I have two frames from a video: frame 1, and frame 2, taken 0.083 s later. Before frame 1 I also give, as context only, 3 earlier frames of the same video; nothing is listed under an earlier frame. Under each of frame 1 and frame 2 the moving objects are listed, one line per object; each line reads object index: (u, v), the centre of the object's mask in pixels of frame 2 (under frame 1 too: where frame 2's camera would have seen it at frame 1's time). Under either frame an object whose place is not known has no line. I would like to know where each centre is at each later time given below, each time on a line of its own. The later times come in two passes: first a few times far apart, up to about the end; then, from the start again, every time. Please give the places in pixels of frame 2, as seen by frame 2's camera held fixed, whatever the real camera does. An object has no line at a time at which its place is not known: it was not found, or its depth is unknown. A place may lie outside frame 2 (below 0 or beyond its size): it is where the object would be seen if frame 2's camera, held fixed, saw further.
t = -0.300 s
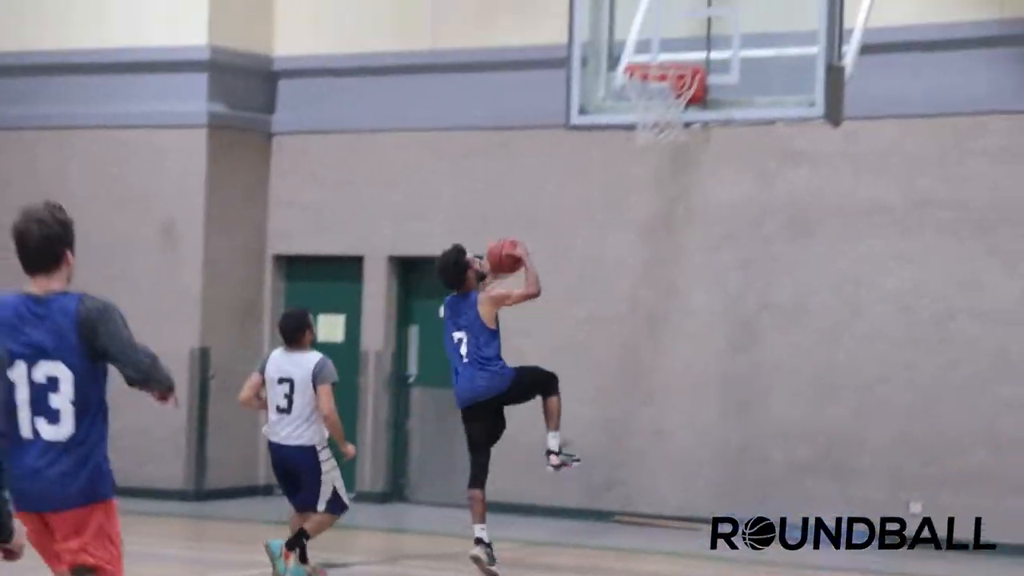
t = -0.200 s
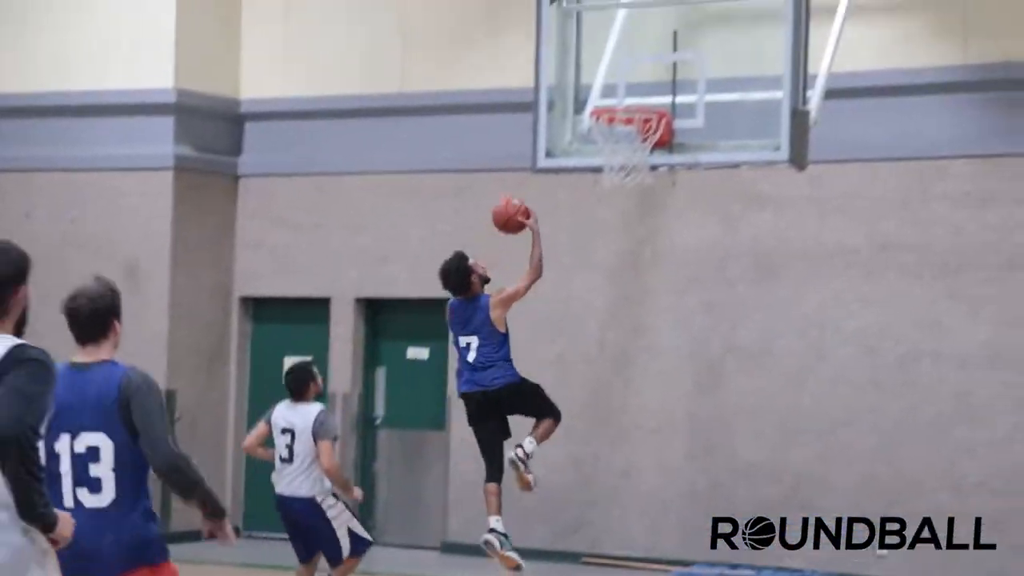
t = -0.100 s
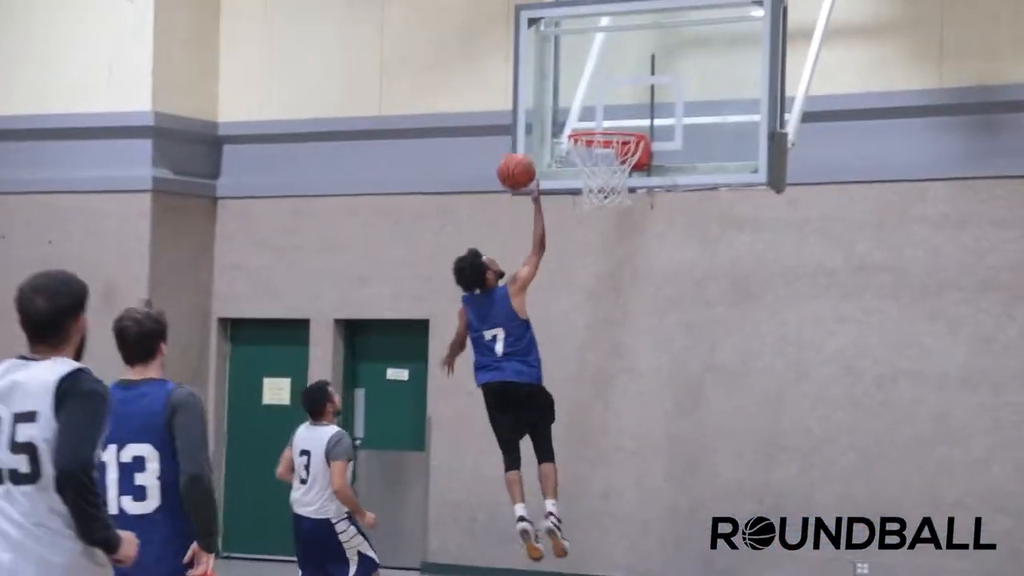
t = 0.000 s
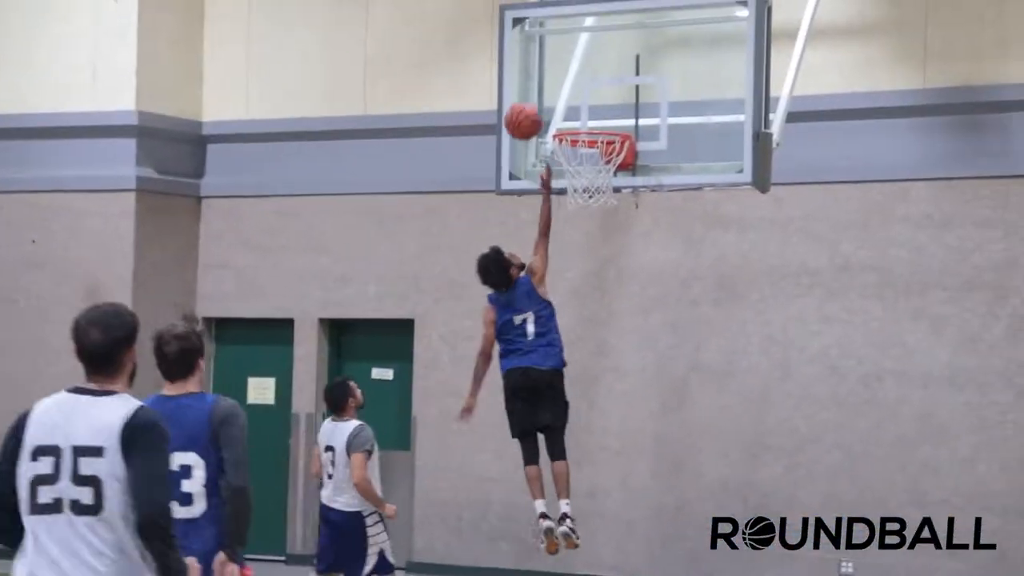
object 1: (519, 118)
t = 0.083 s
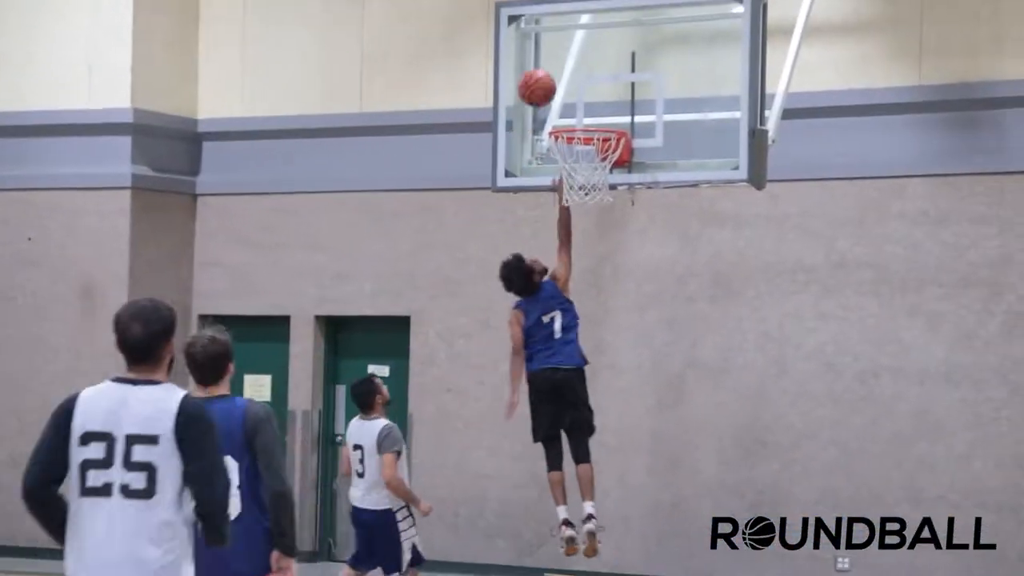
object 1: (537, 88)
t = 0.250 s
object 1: (572, 60)
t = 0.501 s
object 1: (584, 90)
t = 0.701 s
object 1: (588, 184)
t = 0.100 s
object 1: (540, 83)
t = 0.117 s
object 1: (544, 79)
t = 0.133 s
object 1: (547, 75)
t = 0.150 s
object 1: (551, 72)
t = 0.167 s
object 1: (554, 68)
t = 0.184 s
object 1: (557, 66)
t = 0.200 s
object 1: (561, 64)
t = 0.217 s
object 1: (565, 62)
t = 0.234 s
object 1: (569, 61)
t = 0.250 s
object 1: (572, 60)
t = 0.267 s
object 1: (575, 59)
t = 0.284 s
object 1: (577, 59)
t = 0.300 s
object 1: (577, 59)
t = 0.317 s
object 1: (578, 59)
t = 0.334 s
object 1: (578, 60)
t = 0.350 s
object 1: (579, 60)
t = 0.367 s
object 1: (579, 62)
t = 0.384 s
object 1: (580, 64)
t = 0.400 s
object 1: (581, 66)
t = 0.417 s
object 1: (581, 69)
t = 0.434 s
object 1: (582, 73)
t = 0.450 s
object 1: (582, 76)
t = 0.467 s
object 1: (582, 80)
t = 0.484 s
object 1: (583, 85)
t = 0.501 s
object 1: (584, 90)
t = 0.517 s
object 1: (584, 95)
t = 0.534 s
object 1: (584, 101)
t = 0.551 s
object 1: (585, 107)
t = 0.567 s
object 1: (585, 112)
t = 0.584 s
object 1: (586, 117)
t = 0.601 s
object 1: (586, 126)
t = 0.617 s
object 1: (584, 137)
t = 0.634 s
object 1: (584, 147)
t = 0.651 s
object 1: (585, 156)
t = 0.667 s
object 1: (587, 167)
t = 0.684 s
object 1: (587, 176)
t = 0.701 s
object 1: (588, 184)
